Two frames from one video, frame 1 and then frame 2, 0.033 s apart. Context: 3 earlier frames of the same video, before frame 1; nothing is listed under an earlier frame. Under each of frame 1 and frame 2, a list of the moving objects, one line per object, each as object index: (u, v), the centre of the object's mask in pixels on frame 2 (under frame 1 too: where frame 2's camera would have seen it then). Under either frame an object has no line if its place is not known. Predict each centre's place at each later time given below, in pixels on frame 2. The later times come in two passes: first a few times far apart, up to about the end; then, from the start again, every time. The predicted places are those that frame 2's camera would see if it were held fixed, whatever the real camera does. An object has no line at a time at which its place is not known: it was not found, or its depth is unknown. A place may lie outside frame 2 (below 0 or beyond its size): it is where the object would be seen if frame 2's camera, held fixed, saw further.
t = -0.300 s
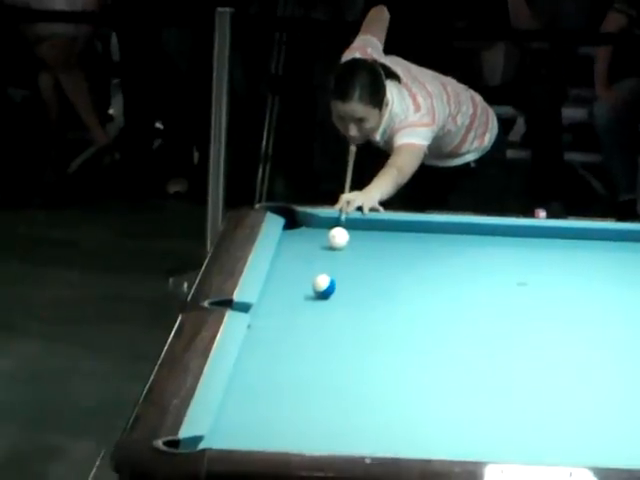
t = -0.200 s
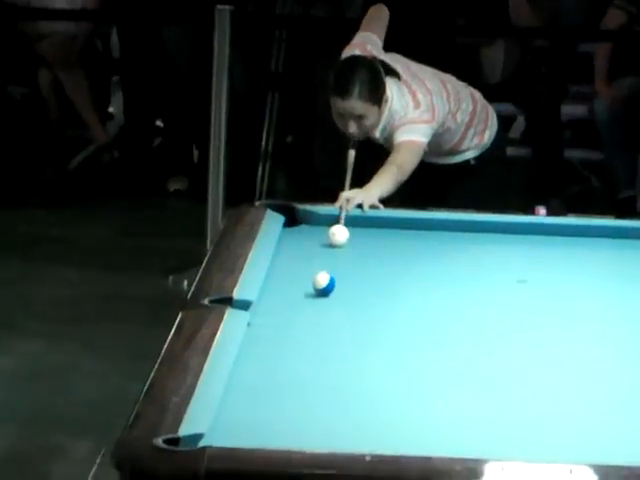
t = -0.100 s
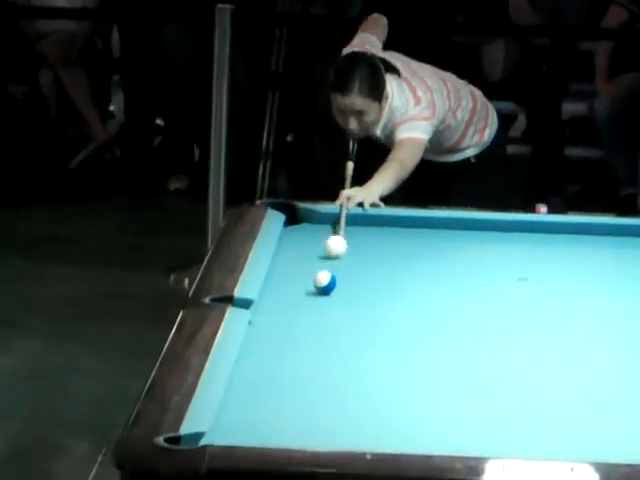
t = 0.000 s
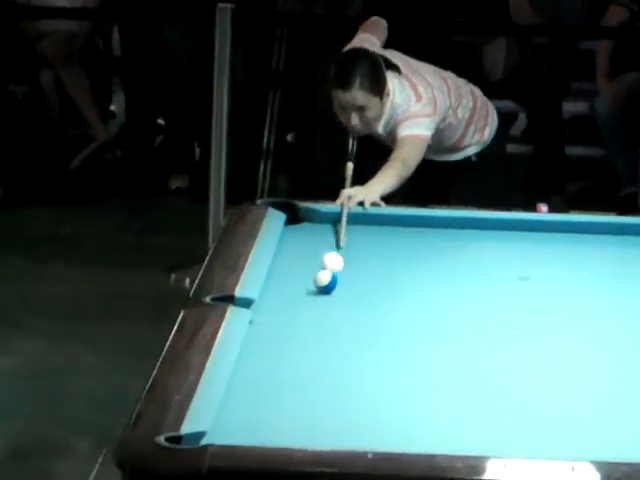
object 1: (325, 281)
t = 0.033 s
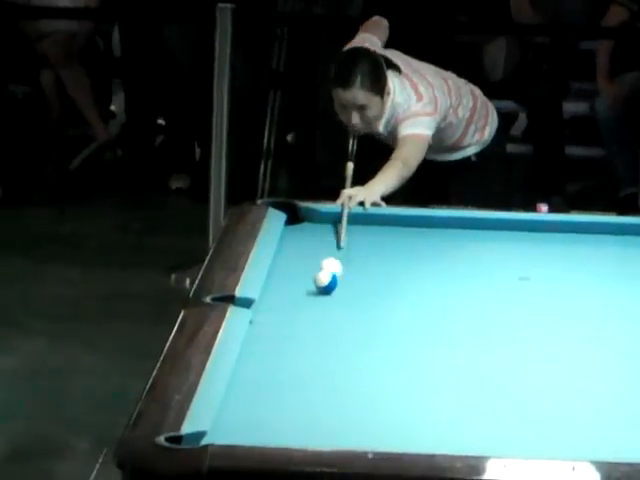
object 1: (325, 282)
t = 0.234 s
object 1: (307, 306)
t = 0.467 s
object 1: (284, 340)
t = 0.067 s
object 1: (325, 282)
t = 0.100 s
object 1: (322, 286)
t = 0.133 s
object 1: (319, 292)
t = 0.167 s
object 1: (314, 297)
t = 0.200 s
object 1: (311, 301)
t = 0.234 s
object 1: (307, 306)
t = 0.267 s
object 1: (304, 312)
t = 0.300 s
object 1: (300, 316)
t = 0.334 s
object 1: (297, 321)
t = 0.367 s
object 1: (294, 326)
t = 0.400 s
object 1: (290, 331)
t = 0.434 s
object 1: (287, 335)
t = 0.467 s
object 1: (284, 340)
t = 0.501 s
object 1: (281, 345)
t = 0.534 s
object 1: (277, 349)
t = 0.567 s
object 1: (273, 355)
